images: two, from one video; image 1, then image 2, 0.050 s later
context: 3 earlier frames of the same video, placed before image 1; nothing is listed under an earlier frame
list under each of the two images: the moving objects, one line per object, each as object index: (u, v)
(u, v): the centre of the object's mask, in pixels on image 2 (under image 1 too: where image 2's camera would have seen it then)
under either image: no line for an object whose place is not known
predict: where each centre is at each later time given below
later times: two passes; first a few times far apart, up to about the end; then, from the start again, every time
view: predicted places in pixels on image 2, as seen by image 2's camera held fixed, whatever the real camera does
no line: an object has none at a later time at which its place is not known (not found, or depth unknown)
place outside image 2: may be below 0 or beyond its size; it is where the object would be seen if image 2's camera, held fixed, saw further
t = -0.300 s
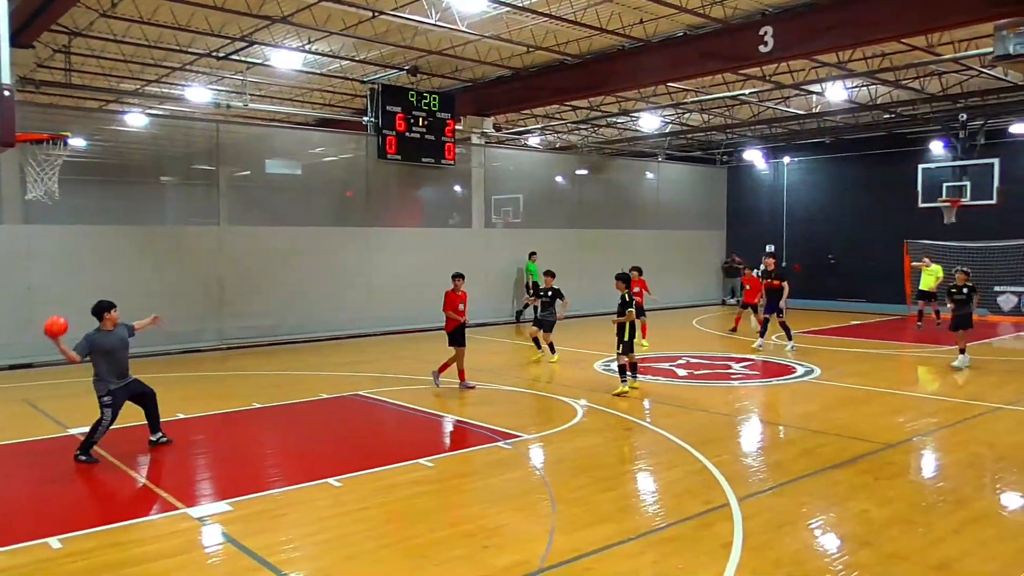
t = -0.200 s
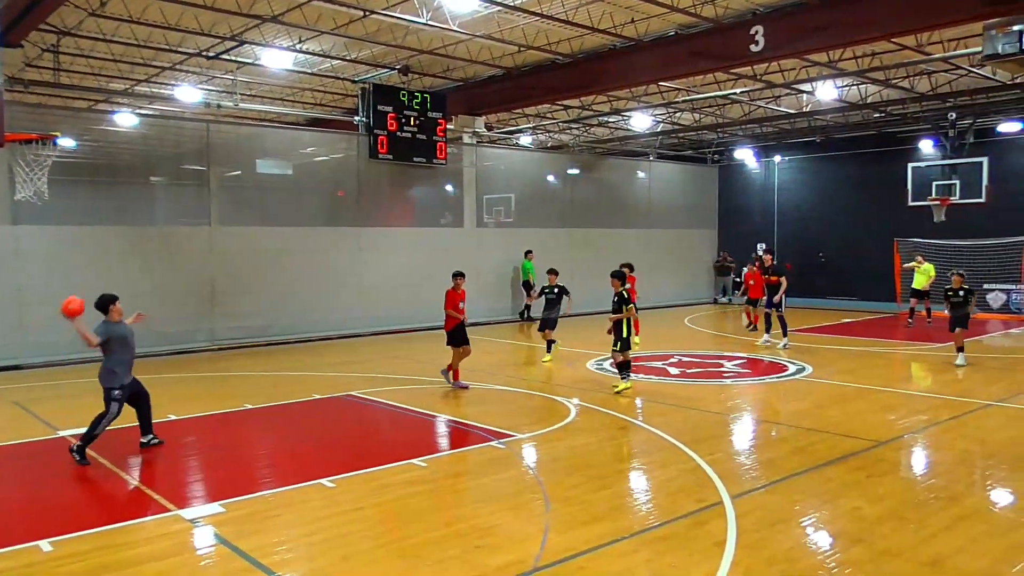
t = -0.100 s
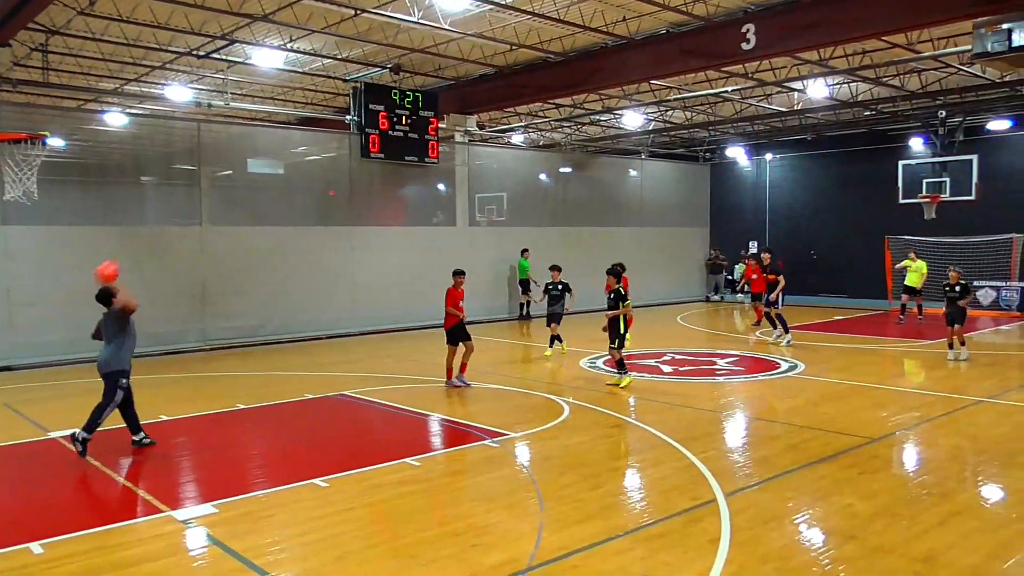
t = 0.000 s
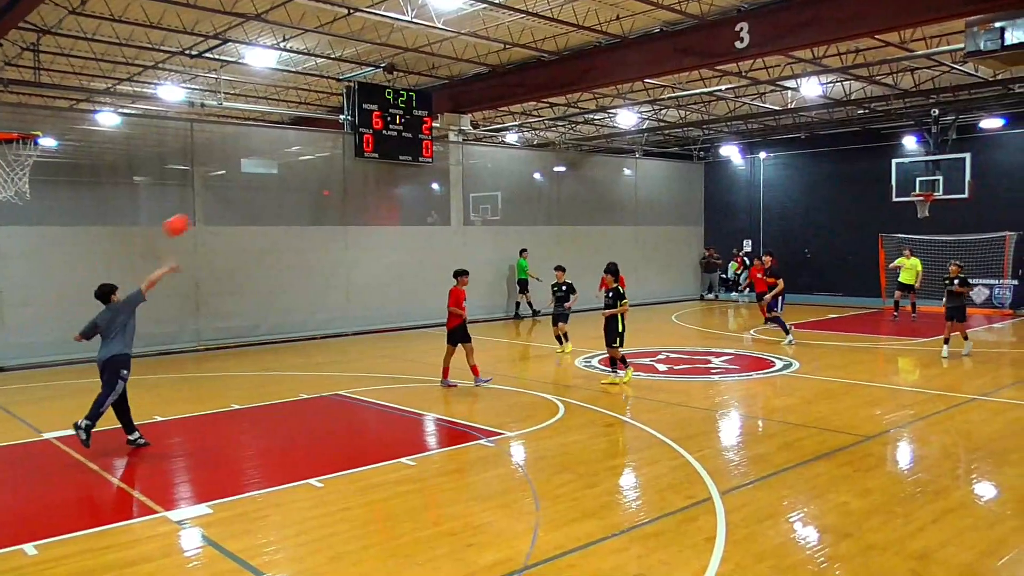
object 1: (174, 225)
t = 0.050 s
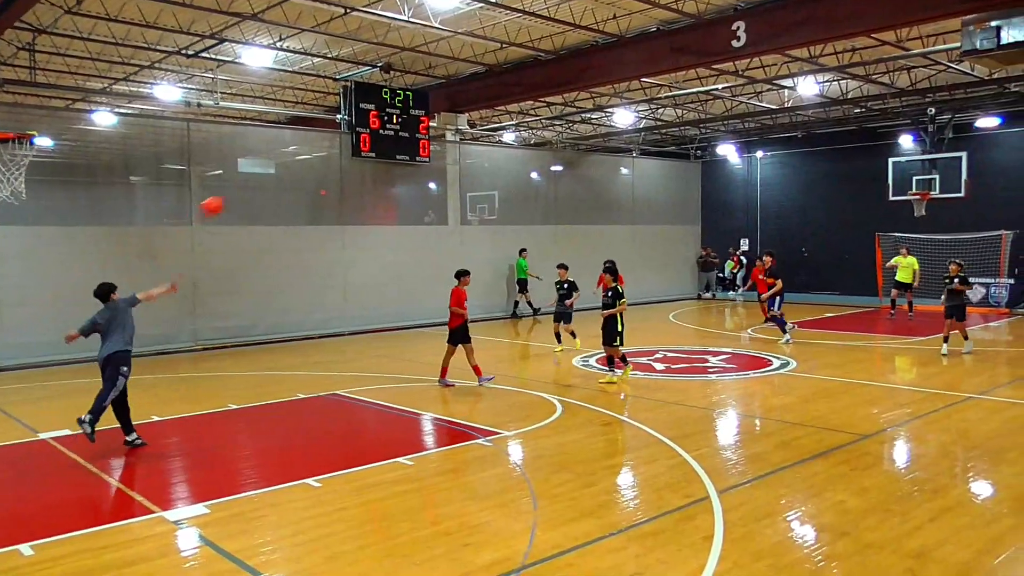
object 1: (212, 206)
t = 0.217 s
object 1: (319, 167)
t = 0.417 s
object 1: (411, 154)
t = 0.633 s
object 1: (484, 167)
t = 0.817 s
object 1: (531, 193)
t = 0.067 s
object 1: (225, 200)
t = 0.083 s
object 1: (237, 195)
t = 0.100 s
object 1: (248, 191)
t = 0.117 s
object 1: (259, 187)
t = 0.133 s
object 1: (270, 182)
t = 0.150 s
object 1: (281, 179)
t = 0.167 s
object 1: (291, 176)
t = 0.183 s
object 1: (300, 172)
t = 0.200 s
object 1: (309, 170)
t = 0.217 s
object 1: (319, 167)
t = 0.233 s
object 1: (328, 164)
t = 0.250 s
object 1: (337, 163)
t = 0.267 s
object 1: (345, 161)
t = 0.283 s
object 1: (353, 159)
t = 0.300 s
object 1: (361, 158)
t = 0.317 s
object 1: (369, 157)
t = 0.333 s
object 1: (377, 156)
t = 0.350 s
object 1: (384, 155)
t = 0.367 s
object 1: (390, 154)
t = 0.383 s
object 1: (398, 154)
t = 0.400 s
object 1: (405, 154)
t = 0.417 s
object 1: (411, 154)
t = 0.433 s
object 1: (416, 154)
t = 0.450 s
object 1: (424, 154)
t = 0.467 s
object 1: (431, 155)
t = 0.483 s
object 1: (437, 156)
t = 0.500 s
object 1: (441, 156)
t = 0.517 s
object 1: (447, 157)
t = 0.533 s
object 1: (453, 158)
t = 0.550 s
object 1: (458, 159)
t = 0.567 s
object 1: (464, 161)
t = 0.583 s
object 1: (469, 162)
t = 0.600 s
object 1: (474, 164)
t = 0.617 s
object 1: (479, 166)
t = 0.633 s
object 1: (484, 167)
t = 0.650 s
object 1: (488, 169)
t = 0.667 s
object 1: (493, 171)
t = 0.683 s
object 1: (498, 173)
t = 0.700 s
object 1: (502, 175)
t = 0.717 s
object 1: (506, 177)
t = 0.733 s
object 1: (511, 180)
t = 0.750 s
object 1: (514, 182)
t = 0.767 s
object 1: (519, 185)
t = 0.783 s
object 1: (523, 187)
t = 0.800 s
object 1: (527, 190)
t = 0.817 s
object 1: (531, 193)
